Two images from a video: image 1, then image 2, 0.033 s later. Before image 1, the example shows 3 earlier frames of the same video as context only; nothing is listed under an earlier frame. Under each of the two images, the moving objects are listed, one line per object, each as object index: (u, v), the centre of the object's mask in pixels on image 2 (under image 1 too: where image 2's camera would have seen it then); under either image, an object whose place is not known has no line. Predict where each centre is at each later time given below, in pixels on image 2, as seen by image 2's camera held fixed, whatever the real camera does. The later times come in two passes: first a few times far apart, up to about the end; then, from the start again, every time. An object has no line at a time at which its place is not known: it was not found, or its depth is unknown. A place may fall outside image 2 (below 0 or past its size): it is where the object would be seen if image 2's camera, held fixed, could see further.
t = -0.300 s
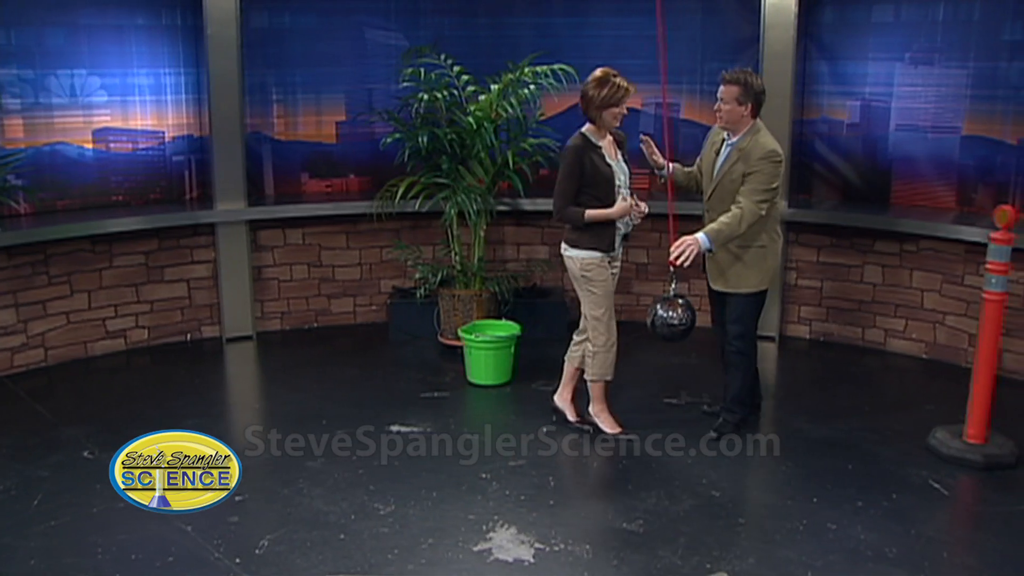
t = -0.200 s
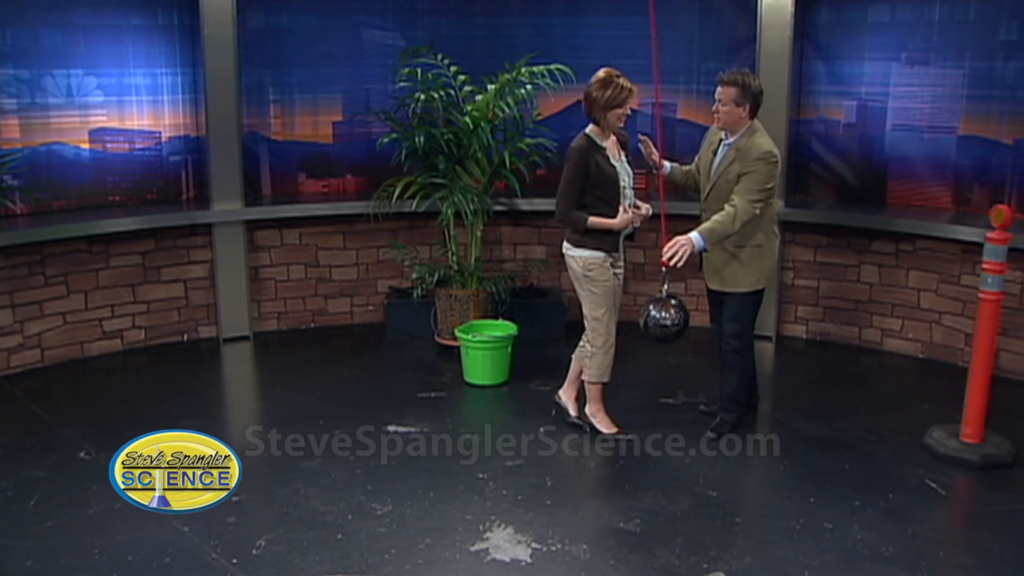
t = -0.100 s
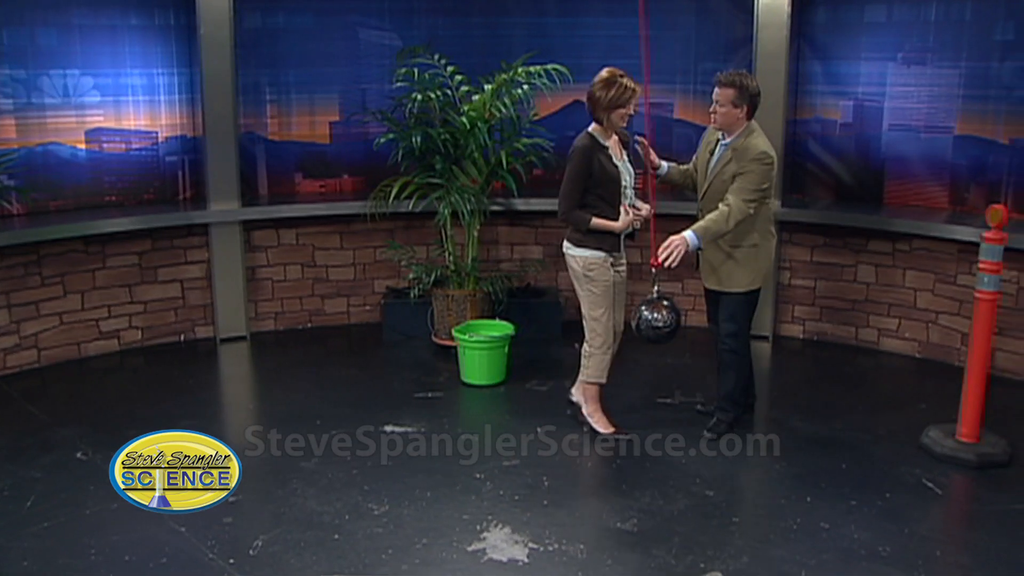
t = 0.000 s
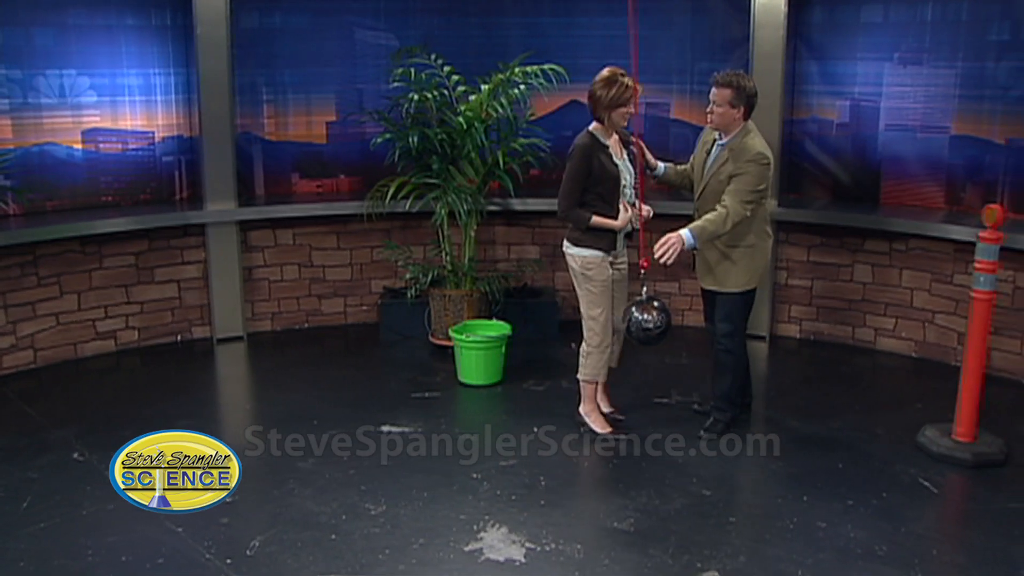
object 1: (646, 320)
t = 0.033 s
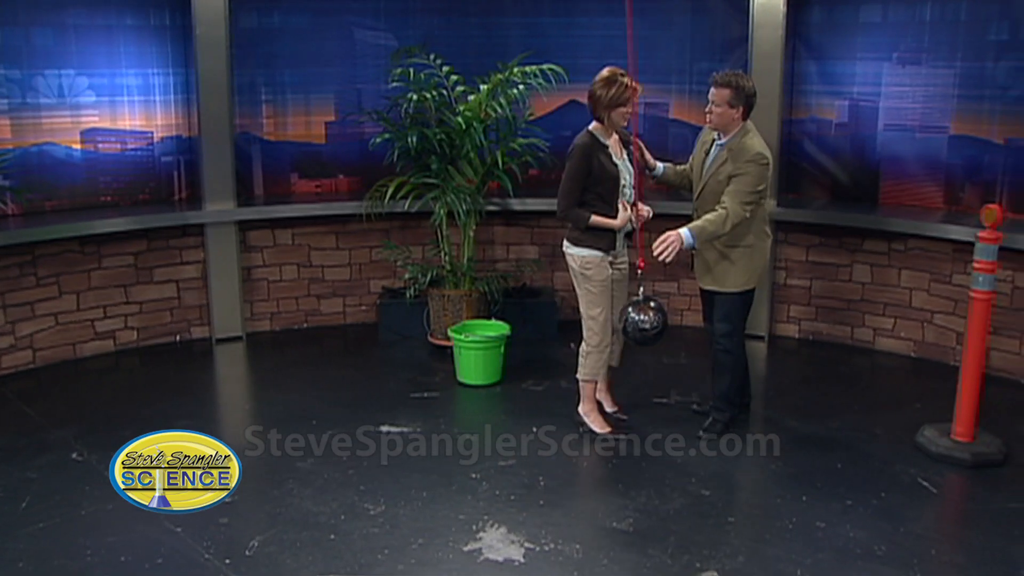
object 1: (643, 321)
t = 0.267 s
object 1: (621, 325)
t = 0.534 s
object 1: (588, 330)
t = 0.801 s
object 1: (550, 334)
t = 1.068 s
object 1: (514, 337)
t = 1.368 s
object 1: (481, 339)
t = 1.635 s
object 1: (467, 340)
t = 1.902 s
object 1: (467, 340)
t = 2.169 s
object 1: (479, 340)
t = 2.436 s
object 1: (507, 338)
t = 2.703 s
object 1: (541, 336)
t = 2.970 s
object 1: (578, 332)
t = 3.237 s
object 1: (612, 328)
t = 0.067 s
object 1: (641, 322)
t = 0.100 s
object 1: (638, 322)
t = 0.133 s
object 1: (634, 323)
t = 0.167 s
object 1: (631, 324)
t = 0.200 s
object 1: (628, 324)
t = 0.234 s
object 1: (624, 325)
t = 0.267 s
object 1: (621, 325)
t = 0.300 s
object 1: (617, 326)
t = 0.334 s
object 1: (613, 326)
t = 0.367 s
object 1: (609, 327)
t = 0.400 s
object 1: (605, 328)
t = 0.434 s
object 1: (601, 329)
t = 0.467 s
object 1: (596, 329)
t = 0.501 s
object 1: (592, 330)
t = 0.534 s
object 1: (588, 330)
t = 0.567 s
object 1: (583, 330)
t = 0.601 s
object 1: (578, 331)
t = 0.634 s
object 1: (574, 332)
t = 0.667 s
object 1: (569, 332)
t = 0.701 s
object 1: (564, 332)
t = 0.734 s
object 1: (559, 333)
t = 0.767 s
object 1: (554, 333)
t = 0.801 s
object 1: (550, 334)
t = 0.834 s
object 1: (544, 335)
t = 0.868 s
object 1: (540, 336)
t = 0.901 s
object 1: (536, 336)
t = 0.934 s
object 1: (531, 337)
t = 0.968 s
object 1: (527, 336)
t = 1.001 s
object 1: (522, 336)
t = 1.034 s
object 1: (518, 336)
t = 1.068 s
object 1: (514, 337)
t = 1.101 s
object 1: (510, 337)
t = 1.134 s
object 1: (506, 337)
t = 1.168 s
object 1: (501, 337)
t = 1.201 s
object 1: (498, 338)
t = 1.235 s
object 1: (494, 338)
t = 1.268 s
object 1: (491, 339)
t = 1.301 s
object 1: (488, 339)
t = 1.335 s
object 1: (485, 339)
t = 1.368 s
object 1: (481, 339)
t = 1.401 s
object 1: (479, 340)
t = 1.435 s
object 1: (475, 340)
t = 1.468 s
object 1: (474, 340)
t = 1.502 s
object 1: (473, 340)
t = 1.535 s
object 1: (471, 340)
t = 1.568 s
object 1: (469, 340)
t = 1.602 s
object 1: (468, 340)
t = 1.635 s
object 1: (467, 340)
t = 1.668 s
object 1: (466, 340)
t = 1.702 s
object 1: (466, 340)
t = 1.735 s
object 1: (465, 340)
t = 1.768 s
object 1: (465, 340)
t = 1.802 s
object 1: (465, 340)
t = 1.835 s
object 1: (466, 340)
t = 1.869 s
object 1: (466, 340)
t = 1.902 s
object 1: (467, 340)
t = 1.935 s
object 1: (468, 340)
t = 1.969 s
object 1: (469, 340)
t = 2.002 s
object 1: (471, 340)
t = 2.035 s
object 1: (472, 340)
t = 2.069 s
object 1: (474, 340)
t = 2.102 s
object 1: (474, 340)
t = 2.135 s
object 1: (476, 340)
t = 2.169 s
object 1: (479, 340)
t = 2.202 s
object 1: (482, 340)
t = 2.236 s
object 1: (486, 339)
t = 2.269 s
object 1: (488, 340)
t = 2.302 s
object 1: (492, 339)
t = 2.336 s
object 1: (495, 339)
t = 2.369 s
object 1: (499, 339)
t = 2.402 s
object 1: (502, 339)
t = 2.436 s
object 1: (507, 338)
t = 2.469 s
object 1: (510, 338)
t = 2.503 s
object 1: (515, 338)
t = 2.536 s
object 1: (519, 337)
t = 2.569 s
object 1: (523, 338)
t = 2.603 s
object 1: (527, 337)
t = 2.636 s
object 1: (533, 336)
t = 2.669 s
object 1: (536, 336)
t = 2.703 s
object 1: (541, 336)
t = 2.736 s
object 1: (546, 335)
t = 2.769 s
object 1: (550, 335)
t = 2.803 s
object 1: (555, 334)
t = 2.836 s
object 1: (560, 334)
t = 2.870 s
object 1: (564, 333)
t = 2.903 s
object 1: (569, 333)
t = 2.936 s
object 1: (574, 333)
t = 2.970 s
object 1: (578, 332)
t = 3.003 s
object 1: (583, 331)
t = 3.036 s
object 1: (587, 331)
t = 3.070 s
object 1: (592, 330)
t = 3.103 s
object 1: (596, 330)
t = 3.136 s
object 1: (600, 330)
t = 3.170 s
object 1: (604, 329)
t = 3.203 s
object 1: (608, 328)
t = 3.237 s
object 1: (612, 328)
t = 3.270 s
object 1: (616, 327)
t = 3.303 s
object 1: (620, 326)
